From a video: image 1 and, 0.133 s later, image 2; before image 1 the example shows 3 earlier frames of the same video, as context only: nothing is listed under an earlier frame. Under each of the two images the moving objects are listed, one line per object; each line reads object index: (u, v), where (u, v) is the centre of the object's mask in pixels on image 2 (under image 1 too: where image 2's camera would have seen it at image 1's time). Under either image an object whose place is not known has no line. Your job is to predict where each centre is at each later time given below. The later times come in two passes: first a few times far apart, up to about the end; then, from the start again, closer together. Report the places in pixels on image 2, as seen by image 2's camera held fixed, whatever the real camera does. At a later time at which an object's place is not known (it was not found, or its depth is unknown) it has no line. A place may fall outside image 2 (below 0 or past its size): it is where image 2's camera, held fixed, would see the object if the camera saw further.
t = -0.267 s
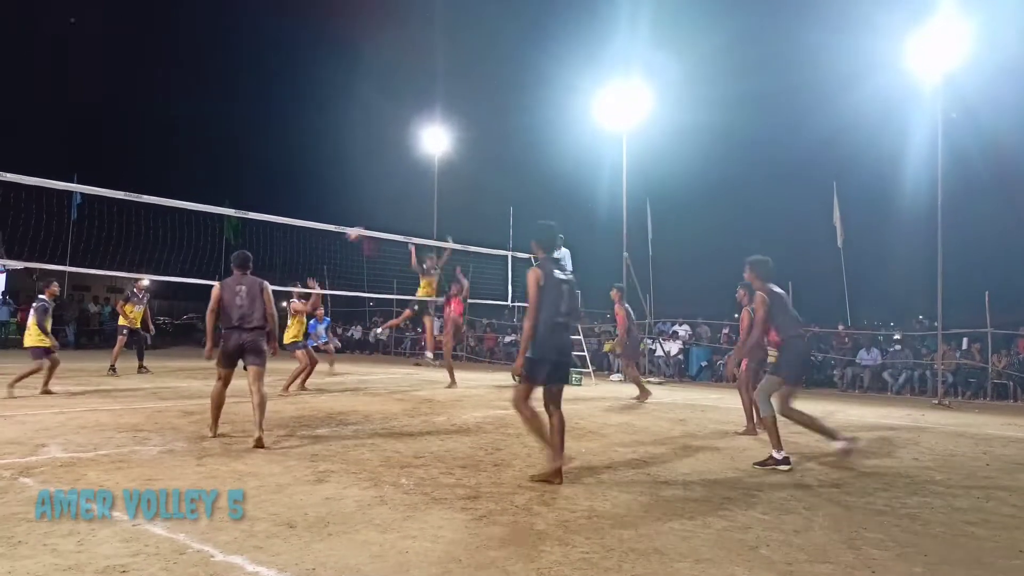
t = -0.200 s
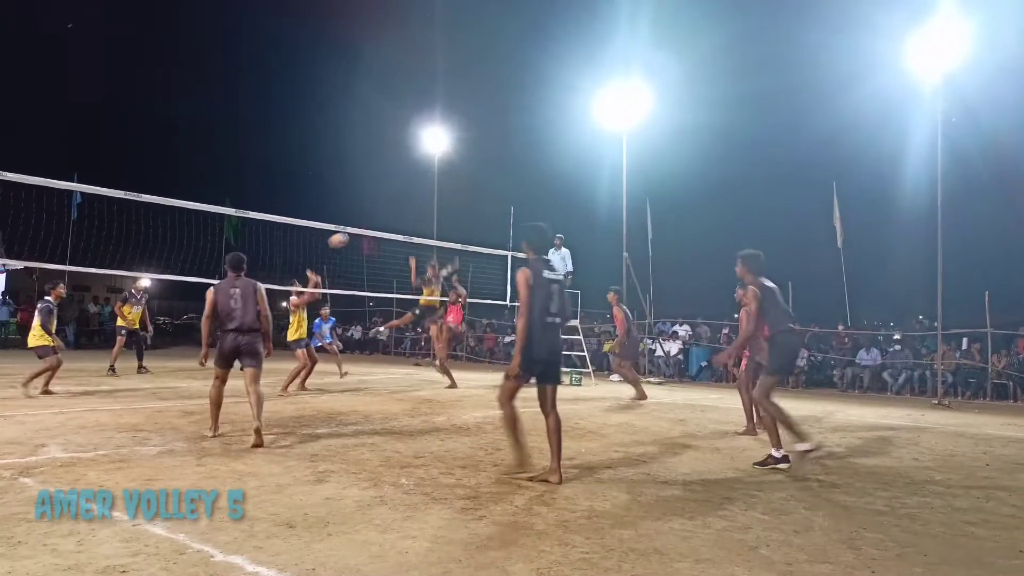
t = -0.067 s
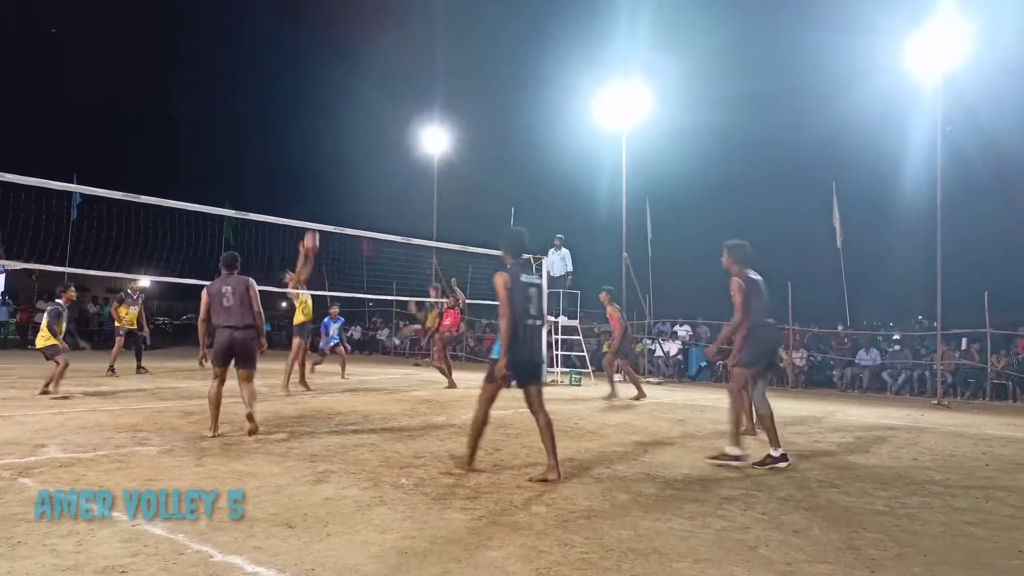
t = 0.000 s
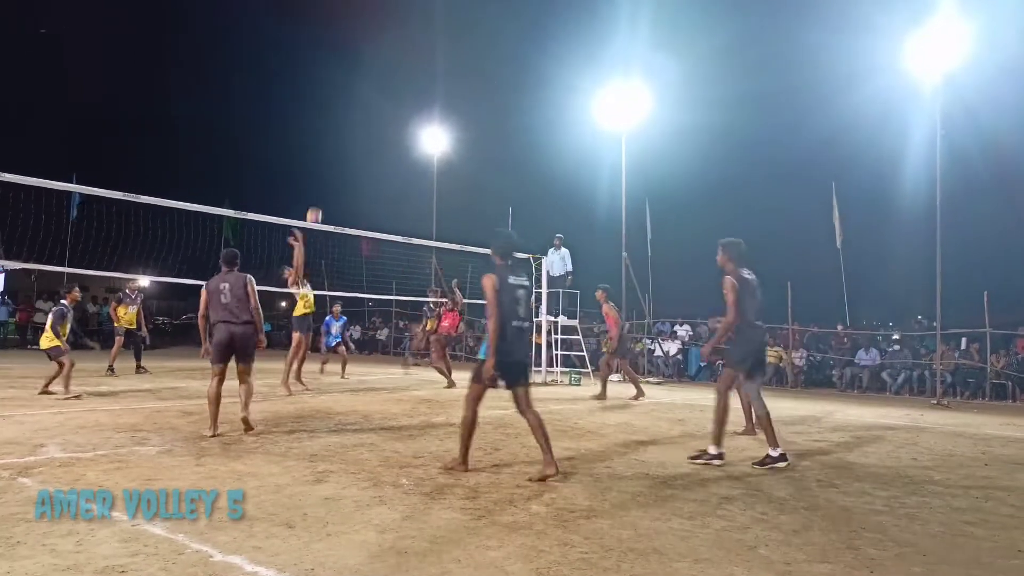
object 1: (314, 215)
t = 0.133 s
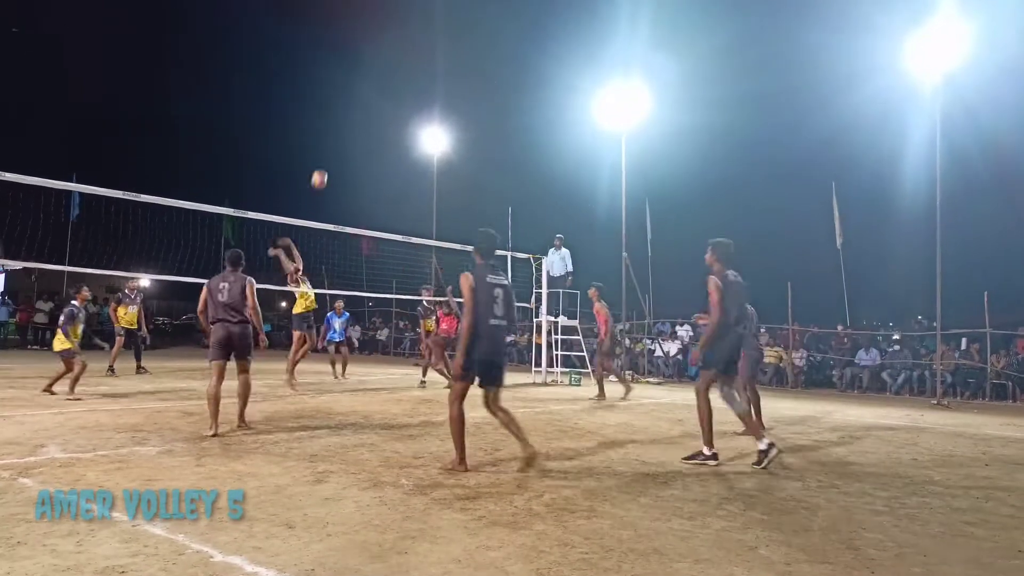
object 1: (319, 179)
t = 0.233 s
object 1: (323, 158)
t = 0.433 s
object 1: (331, 135)
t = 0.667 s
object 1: (339, 143)
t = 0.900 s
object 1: (346, 191)
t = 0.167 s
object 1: (321, 171)
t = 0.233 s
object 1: (323, 158)
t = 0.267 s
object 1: (325, 152)
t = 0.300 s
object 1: (326, 147)
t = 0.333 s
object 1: (327, 143)
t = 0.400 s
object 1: (329, 136)
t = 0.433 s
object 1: (331, 135)
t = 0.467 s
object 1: (332, 134)
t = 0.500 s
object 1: (333, 133)
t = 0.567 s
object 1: (336, 135)
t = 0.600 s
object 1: (337, 136)
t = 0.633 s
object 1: (338, 139)
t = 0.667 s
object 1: (339, 143)
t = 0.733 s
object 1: (341, 152)
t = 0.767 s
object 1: (342, 158)
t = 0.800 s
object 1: (343, 165)
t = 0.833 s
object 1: (343, 172)
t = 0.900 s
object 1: (346, 191)
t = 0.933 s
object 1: (347, 201)
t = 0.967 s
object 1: (348, 213)
